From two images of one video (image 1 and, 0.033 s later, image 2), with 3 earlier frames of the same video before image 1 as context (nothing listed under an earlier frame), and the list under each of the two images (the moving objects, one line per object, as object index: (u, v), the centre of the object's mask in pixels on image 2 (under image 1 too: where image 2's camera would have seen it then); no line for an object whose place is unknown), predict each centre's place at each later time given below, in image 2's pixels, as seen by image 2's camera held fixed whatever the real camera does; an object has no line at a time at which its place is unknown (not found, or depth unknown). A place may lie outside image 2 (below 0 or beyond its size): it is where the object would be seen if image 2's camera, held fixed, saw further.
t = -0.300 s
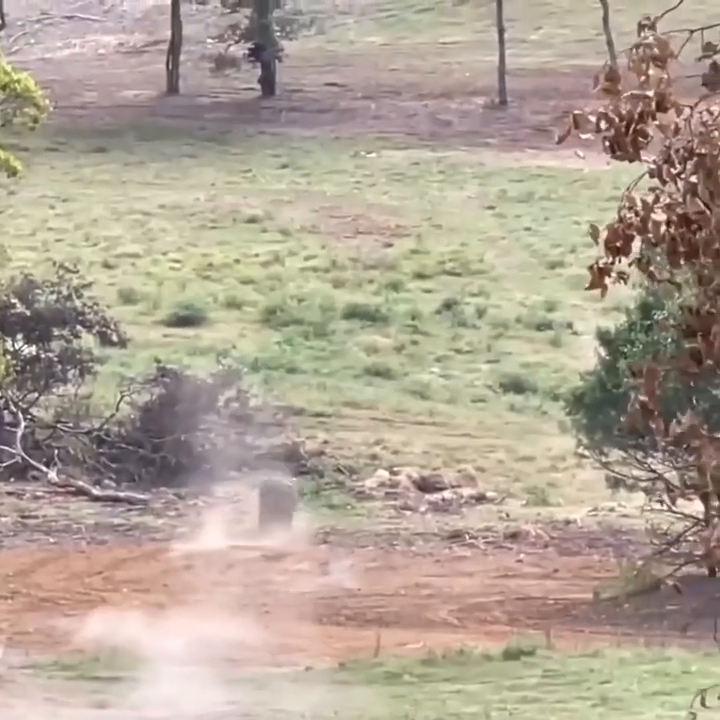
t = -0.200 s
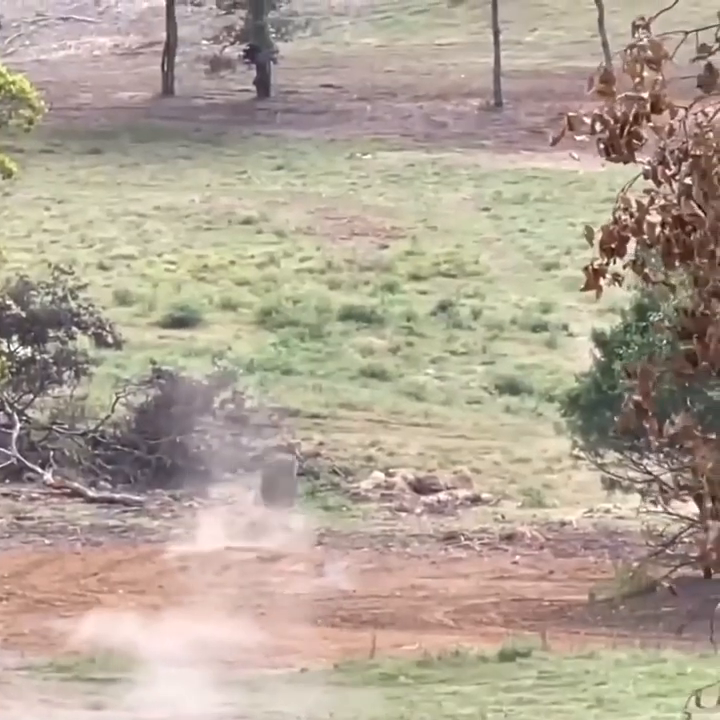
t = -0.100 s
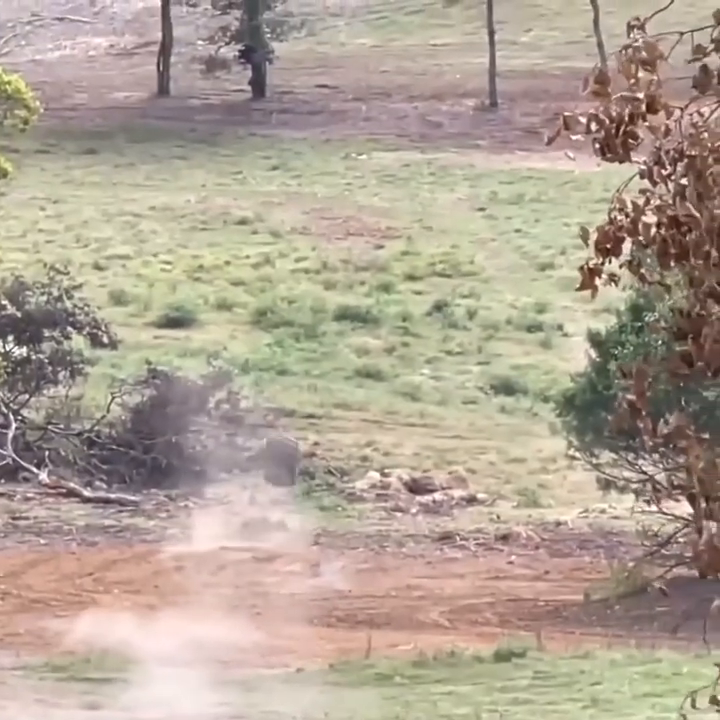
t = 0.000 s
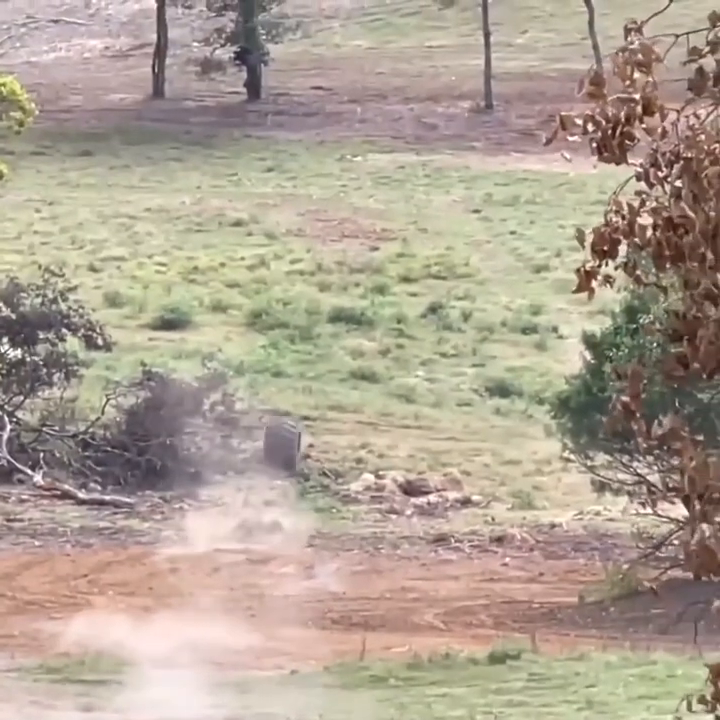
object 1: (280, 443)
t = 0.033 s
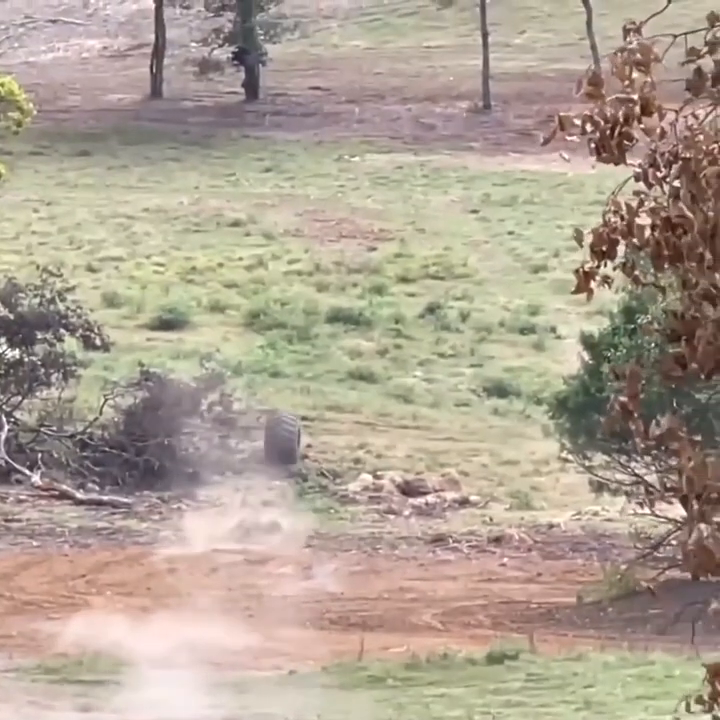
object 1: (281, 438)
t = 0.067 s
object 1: (283, 436)
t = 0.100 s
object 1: (286, 430)
